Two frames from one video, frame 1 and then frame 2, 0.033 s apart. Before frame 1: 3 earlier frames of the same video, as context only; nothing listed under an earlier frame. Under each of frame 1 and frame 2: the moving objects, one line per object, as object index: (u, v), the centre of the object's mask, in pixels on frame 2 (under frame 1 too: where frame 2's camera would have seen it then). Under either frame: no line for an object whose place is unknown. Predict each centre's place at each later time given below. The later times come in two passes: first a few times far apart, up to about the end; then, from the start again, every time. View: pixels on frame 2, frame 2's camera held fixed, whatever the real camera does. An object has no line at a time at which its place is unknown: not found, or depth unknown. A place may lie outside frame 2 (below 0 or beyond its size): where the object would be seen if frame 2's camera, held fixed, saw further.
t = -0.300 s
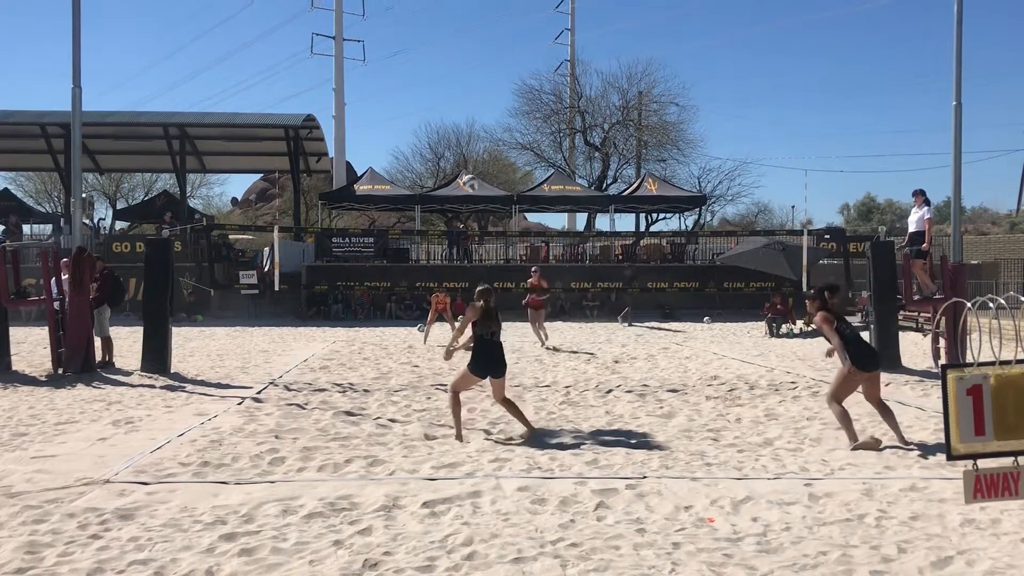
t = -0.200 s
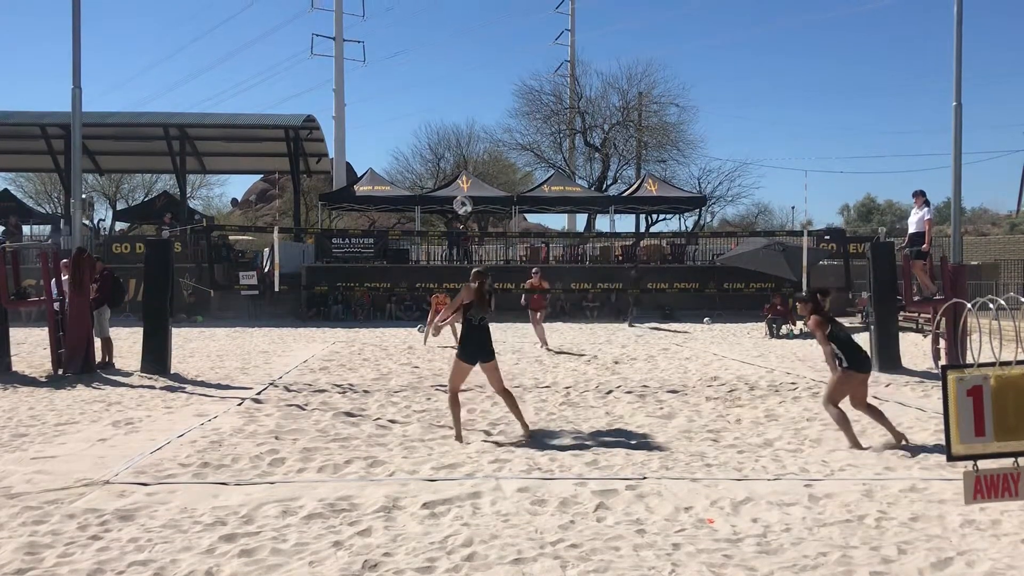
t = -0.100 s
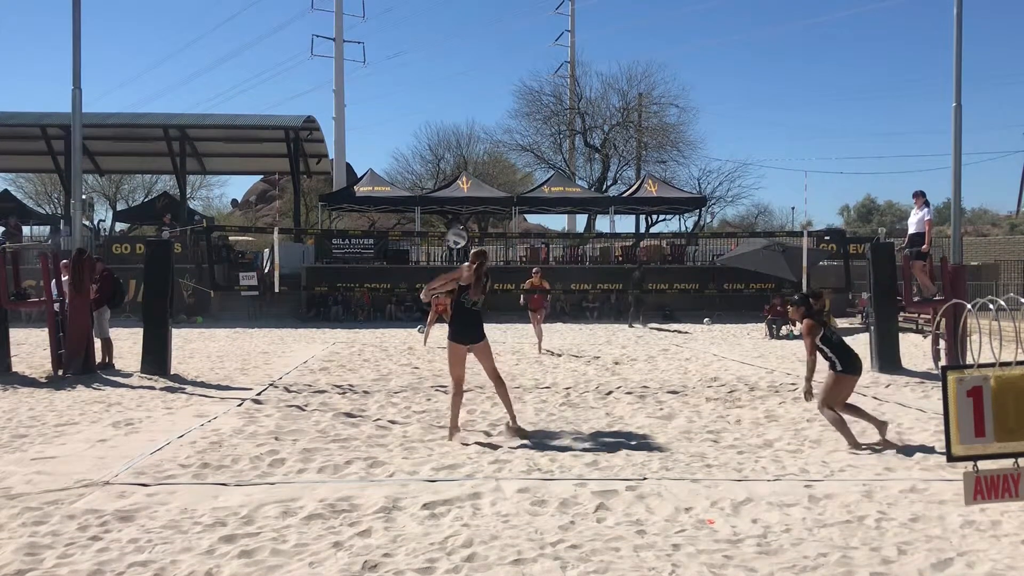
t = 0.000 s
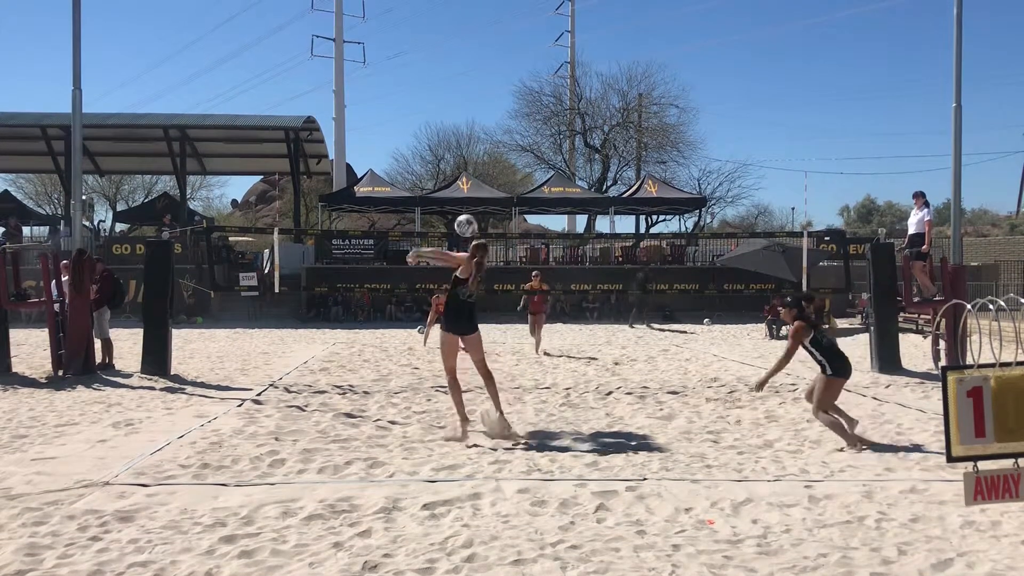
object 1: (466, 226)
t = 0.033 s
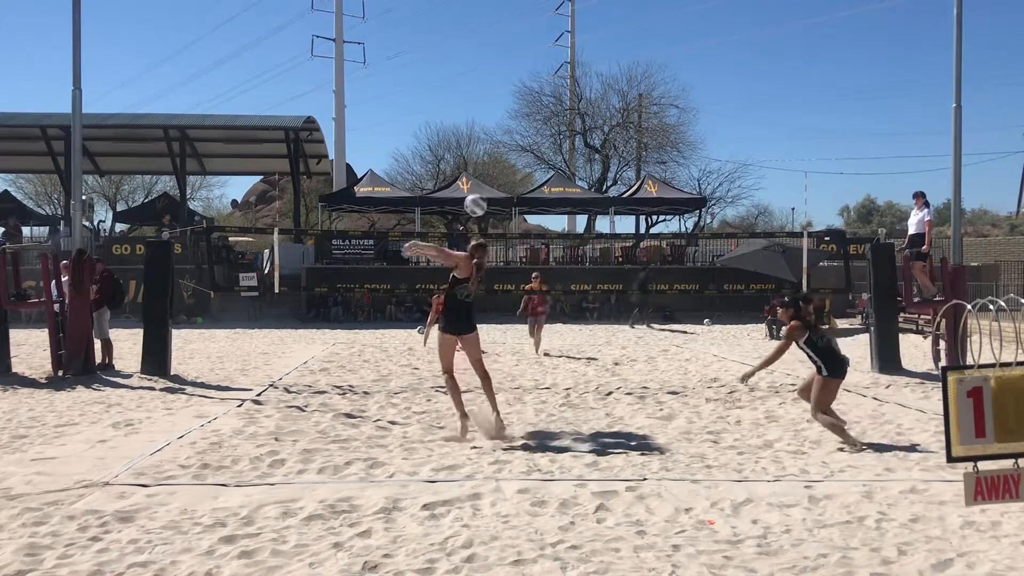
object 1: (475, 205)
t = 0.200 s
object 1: (523, 115)
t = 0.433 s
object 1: (596, 33)
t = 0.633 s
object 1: (662, 8)
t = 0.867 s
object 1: (743, 33)
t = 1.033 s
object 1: (803, 92)
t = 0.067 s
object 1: (484, 185)
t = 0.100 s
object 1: (494, 166)
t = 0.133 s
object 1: (503, 148)
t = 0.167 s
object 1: (513, 130)
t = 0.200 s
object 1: (523, 115)
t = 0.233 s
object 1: (533, 100)
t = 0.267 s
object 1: (543, 85)
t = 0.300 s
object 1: (554, 73)
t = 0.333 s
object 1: (563, 59)
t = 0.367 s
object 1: (575, 51)
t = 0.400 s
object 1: (585, 41)
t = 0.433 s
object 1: (596, 33)
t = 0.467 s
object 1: (607, 25)
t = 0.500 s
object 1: (617, 19)
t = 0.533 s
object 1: (628, 15)
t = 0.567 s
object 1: (640, 11)
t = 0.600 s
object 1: (651, 9)
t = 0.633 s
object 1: (662, 8)
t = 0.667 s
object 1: (673, 8)
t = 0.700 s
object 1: (685, 9)
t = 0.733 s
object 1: (696, 11)
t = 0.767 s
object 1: (707, 14)
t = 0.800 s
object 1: (719, 20)
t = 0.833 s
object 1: (731, 27)
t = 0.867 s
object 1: (743, 33)
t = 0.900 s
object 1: (755, 42)
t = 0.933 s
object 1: (767, 53)
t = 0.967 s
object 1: (779, 65)
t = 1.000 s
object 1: (791, 78)
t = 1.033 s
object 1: (803, 92)
